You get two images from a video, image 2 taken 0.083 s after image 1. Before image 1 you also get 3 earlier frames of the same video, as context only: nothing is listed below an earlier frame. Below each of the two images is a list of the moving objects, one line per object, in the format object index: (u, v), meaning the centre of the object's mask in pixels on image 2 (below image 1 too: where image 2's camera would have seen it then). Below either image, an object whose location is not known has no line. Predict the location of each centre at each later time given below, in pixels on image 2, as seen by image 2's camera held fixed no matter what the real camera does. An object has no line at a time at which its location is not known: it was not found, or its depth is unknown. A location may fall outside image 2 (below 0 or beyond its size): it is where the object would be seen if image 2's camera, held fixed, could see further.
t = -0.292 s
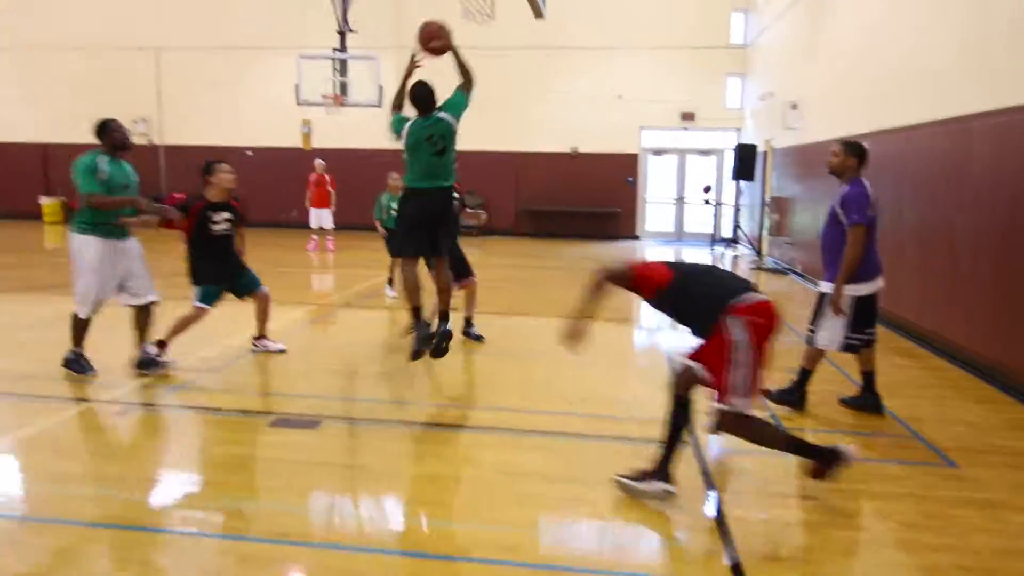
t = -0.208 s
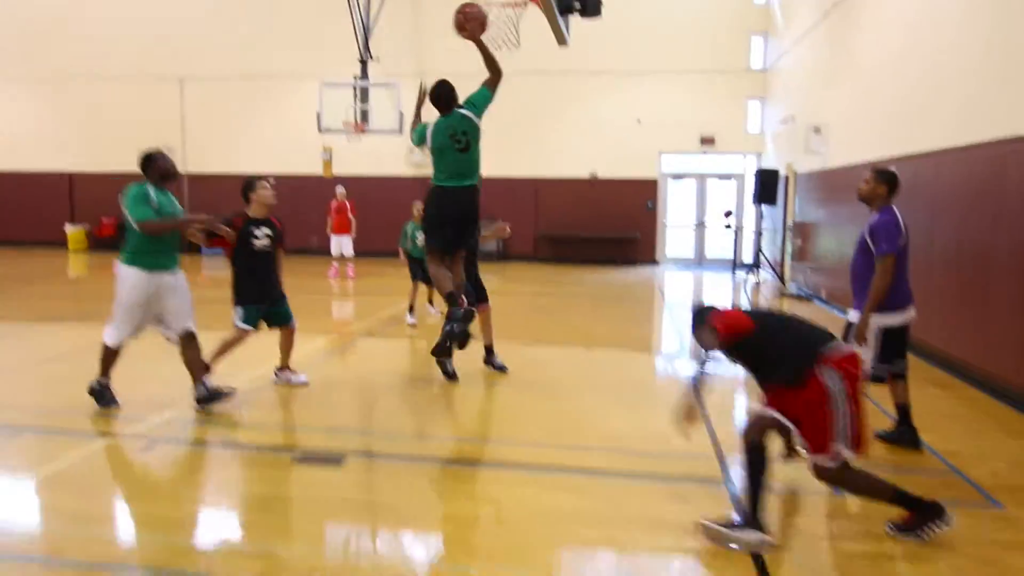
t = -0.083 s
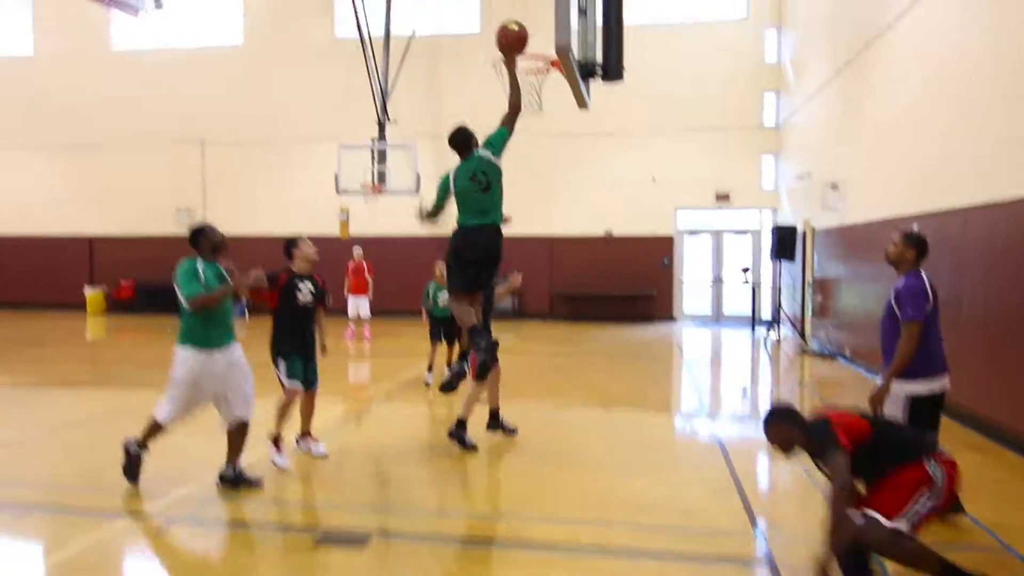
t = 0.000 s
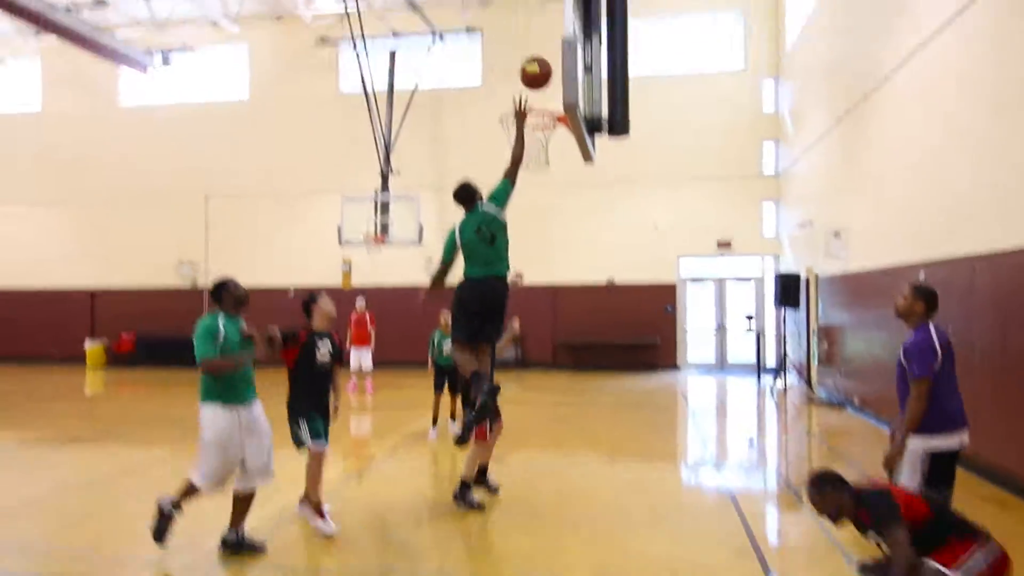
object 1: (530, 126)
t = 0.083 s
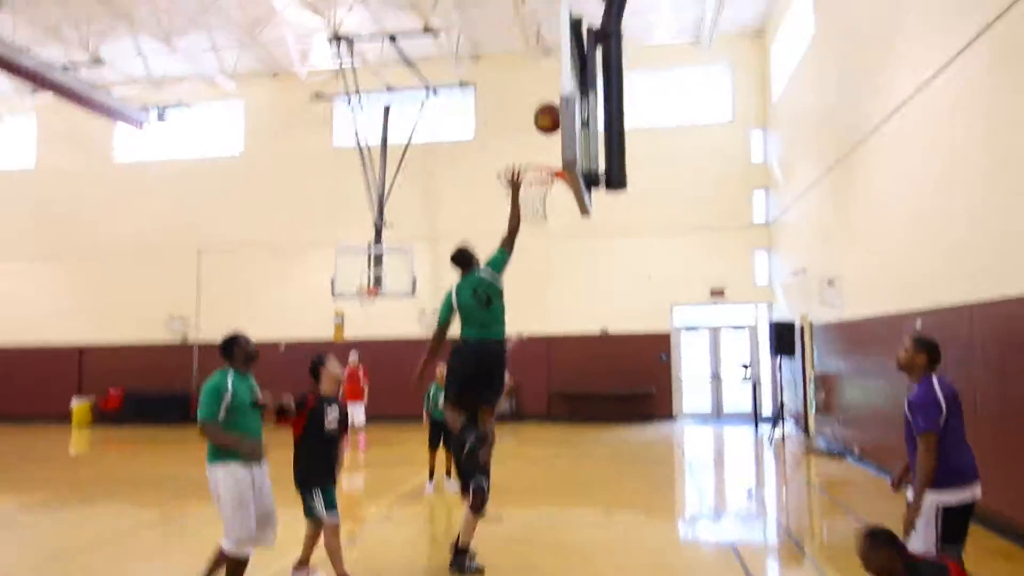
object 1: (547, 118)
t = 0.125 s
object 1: (550, 117)
